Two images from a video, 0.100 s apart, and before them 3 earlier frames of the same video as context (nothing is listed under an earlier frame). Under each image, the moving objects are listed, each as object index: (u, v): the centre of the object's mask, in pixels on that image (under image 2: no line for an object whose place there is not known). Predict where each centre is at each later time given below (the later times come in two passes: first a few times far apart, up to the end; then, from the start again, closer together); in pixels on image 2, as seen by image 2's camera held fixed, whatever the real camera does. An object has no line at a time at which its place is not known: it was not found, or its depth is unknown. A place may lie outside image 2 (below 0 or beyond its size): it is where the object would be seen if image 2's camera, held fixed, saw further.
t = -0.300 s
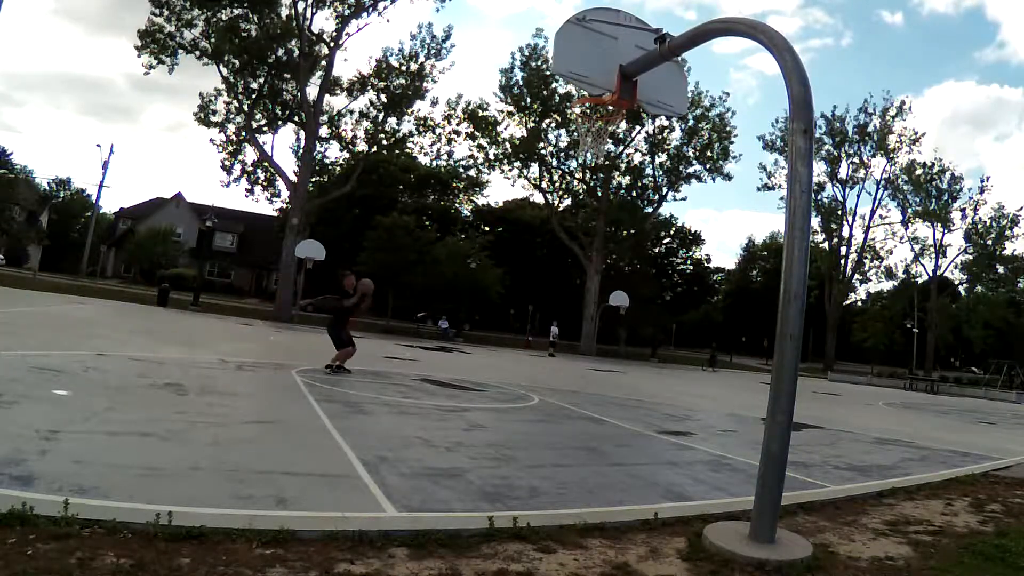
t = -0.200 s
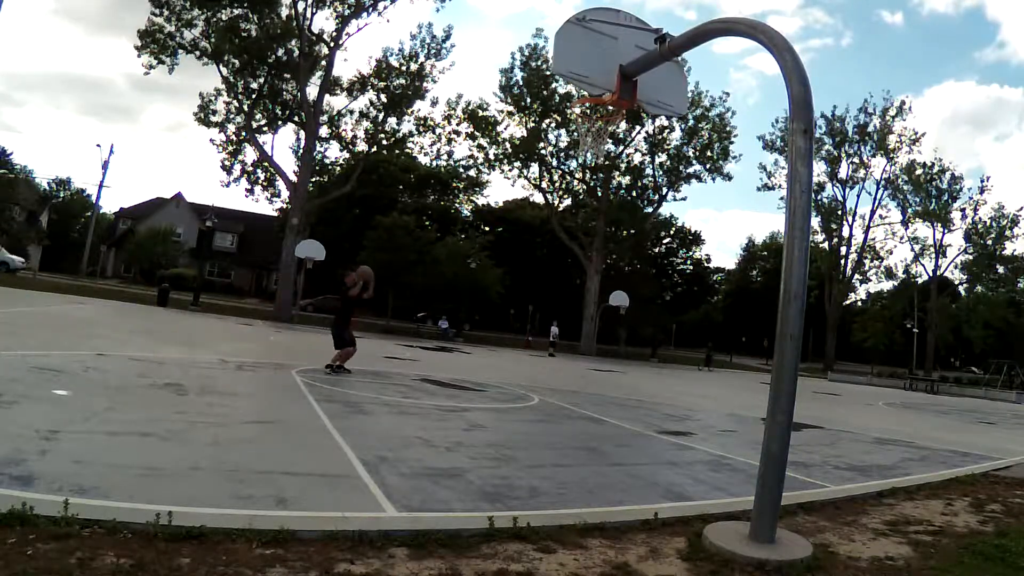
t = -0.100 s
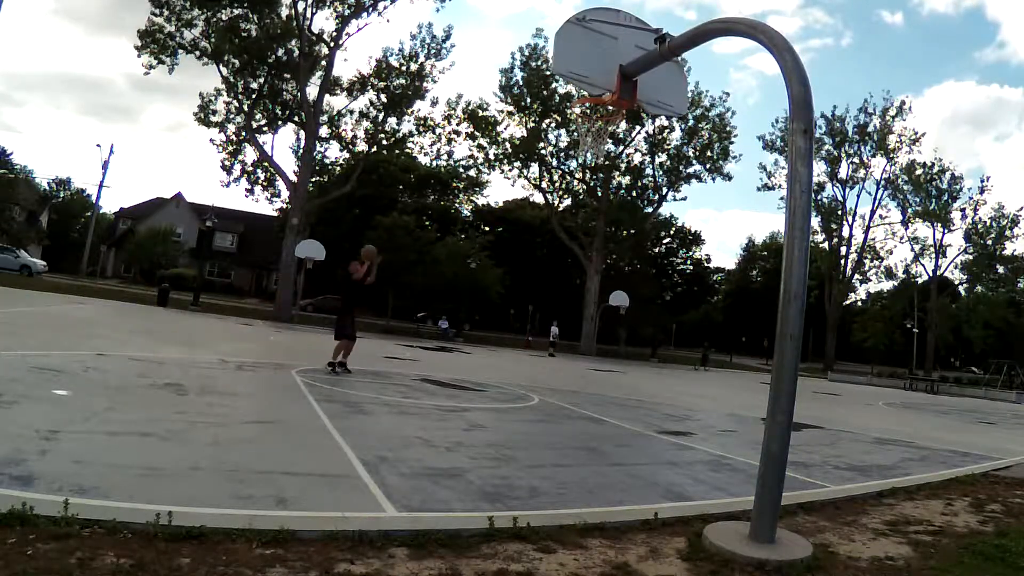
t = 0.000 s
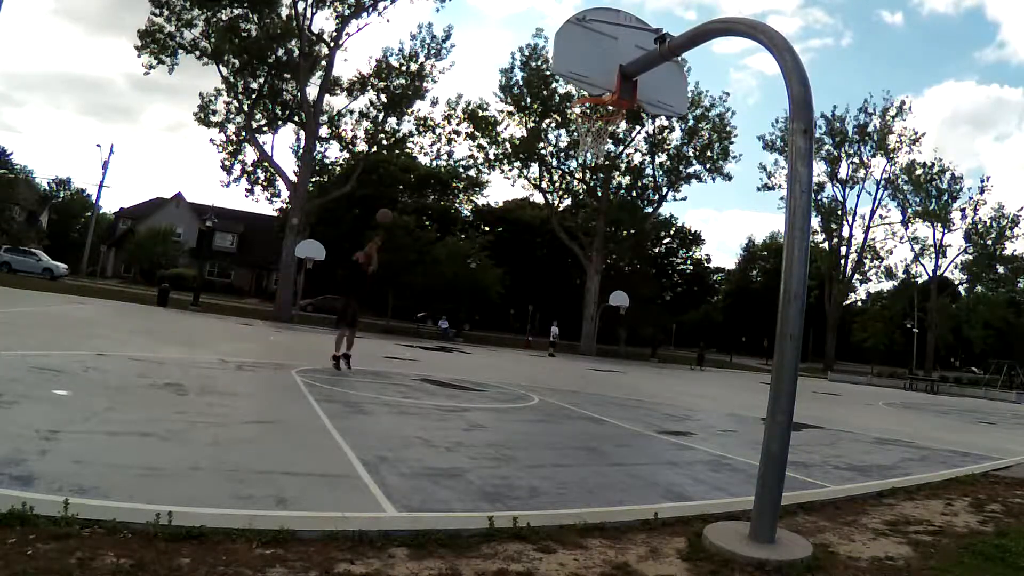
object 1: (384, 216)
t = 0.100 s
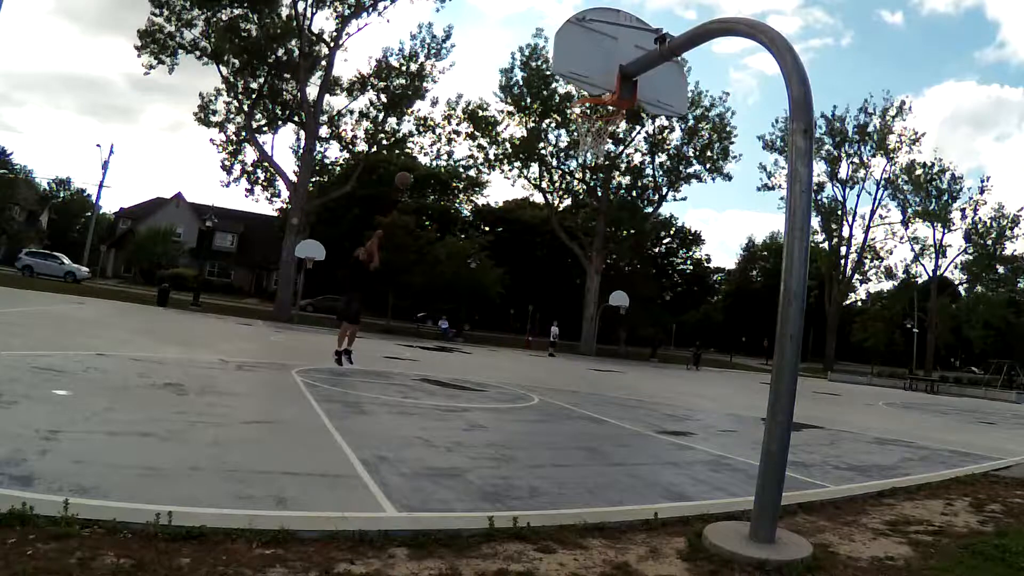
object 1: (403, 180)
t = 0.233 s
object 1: (429, 138)
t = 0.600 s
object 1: (505, 72)
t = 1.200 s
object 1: (594, 177)
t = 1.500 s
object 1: (554, 348)
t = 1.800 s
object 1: (519, 328)
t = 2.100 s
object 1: (486, 236)
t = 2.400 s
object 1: (444, 243)
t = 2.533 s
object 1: (422, 277)
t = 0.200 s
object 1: (423, 148)
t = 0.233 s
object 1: (429, 138)
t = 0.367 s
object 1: (456, 105)
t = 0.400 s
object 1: (463, 99)
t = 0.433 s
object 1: (470, 93)
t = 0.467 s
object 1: (477, 87)
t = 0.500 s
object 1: (484, 82)
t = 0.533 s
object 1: (491, 78)
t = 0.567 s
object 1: (498, 74)
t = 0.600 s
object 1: (505, 72)
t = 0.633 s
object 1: (513, 69)
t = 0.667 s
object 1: (520, 68)
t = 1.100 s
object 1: (605, 143)
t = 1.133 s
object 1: (601, 150)
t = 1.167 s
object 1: (598, 160)
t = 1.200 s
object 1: (594, 177)
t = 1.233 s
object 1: (592, 186)
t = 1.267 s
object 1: (586, 200)
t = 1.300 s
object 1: (583, 218)
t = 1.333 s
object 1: (578, 233)
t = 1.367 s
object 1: (573, 255)
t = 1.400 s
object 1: (569, 276)
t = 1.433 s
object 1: (564, 299)
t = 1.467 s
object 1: (559, 322)
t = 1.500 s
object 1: (554, 348)
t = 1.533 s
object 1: (548, 376)
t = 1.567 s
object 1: (542, 405)
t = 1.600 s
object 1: (536, 436)
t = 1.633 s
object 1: (533, 429)
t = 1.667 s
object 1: (530, 405)
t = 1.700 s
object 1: (527, 383)
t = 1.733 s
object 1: (525, 364)
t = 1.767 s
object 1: (522, 345)
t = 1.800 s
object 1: (519, 328)
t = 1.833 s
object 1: (516, 312)
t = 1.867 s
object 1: (512, 297)
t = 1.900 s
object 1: (509, 284)
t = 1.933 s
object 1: (505, 273)
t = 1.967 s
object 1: (502, 262)
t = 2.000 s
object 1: (498, 255)
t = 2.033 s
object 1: (494, 248)
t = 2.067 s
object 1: (490, 241)
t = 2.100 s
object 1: (486, 236)
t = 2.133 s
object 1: (482, 230)
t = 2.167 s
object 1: (478, 229)
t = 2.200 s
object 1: (474, 229)
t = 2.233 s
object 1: (469, 228)
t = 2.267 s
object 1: (464, 229)
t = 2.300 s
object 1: (459, 230)
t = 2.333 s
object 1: (455, 231)
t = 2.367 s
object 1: (449, 234)
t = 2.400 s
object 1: (444, 243)
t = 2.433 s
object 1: (439, 250)
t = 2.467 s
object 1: (433, 258)
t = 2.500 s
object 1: (428, 266)
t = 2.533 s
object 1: (422, 277)
